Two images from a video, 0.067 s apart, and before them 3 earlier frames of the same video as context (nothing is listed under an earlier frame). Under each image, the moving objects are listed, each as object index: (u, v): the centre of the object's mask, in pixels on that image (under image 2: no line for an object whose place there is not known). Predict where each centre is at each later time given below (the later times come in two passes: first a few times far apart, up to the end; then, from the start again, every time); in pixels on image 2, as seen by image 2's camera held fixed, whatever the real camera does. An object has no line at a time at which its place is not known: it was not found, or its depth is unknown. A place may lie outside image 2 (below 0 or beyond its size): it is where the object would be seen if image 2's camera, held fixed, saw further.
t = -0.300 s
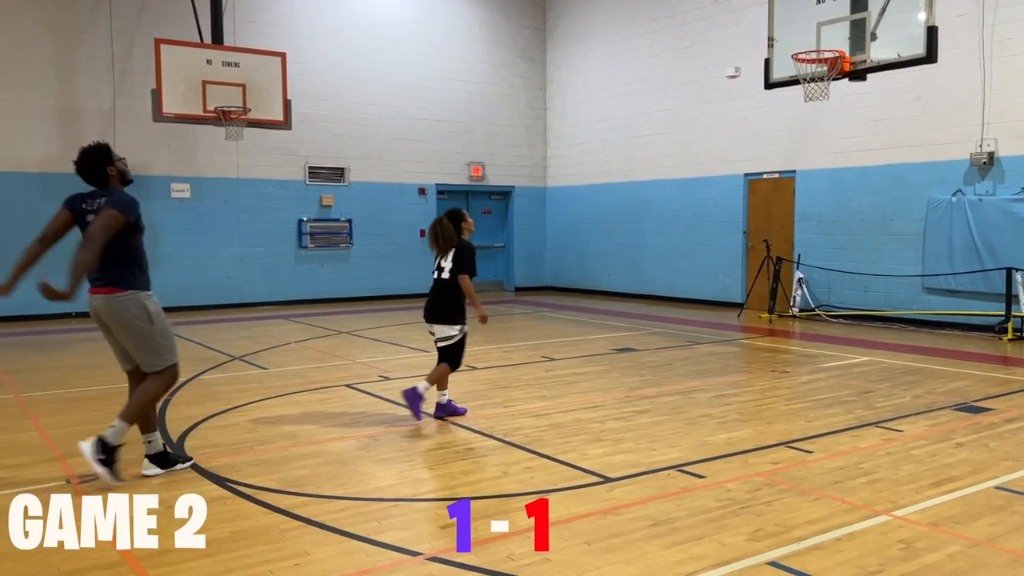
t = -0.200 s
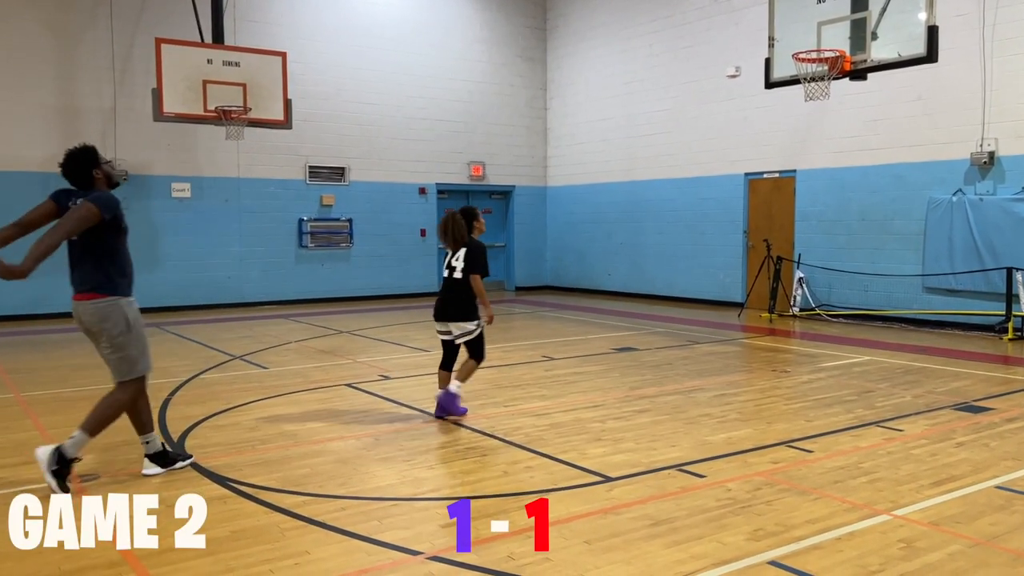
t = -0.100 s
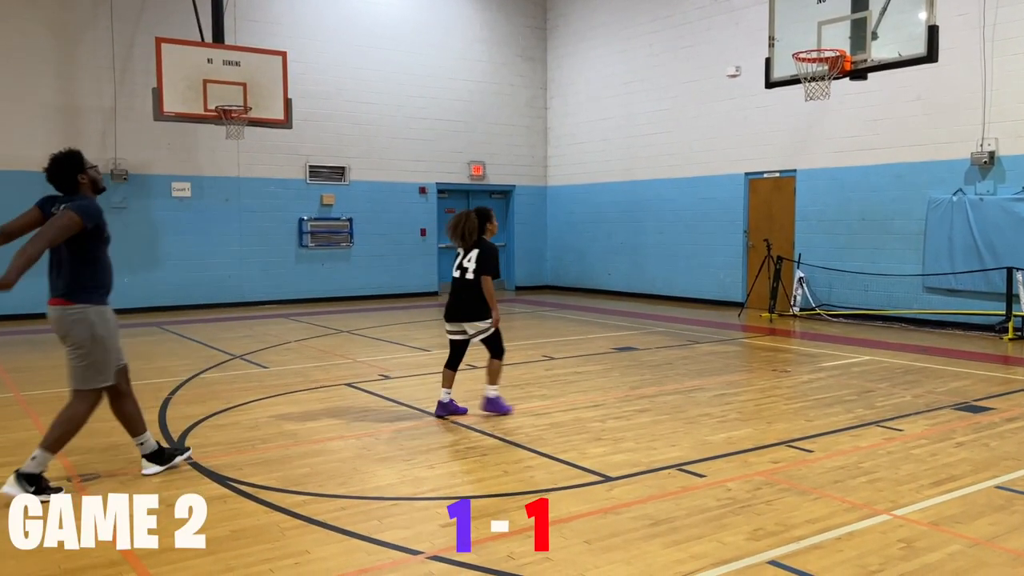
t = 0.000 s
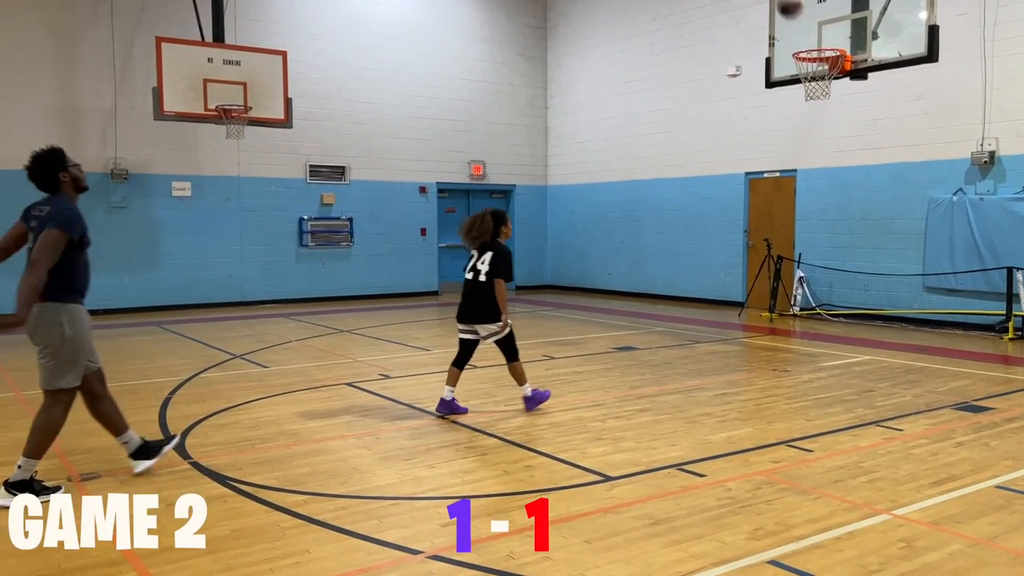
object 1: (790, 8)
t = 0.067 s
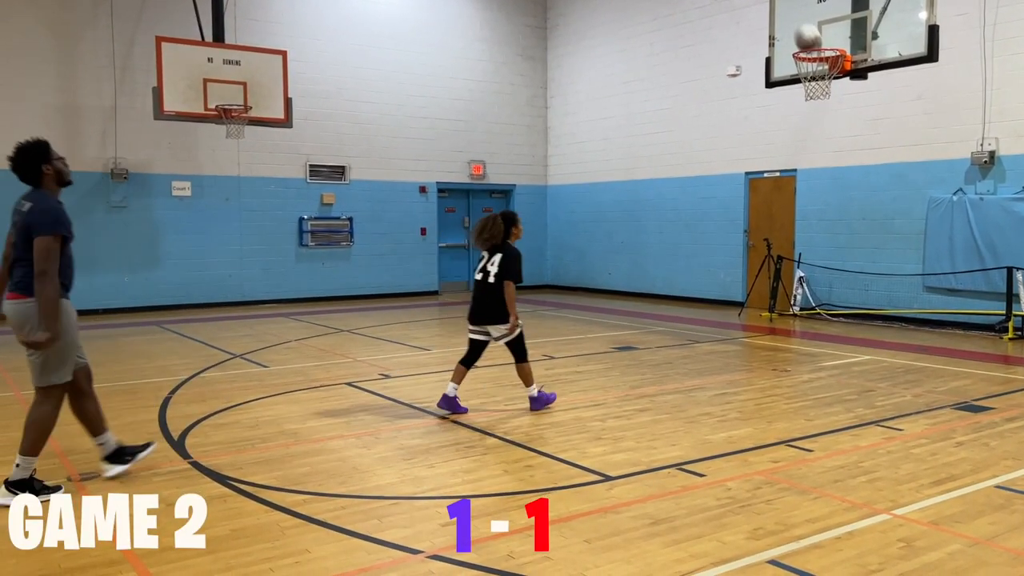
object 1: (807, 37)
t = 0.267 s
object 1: (839, 97)
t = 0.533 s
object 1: (856, 195)
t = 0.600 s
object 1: (859, 230)
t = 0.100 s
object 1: (818, 61)
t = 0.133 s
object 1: (825, 75)
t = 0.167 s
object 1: (832, 82)
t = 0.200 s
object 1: (835, 84)
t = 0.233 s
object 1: (838, 90)
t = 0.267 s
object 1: (839, 97)
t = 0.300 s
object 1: (842, 105)
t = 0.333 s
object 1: (844, 114)
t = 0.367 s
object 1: (846, 125)
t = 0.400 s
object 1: (848, 137)
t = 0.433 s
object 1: (850, 150)
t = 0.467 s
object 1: (852, 164)
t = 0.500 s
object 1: (854, 179)
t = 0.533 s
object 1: (856, 195)
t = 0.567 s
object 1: (857, 211)
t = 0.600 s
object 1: (859, 230)
